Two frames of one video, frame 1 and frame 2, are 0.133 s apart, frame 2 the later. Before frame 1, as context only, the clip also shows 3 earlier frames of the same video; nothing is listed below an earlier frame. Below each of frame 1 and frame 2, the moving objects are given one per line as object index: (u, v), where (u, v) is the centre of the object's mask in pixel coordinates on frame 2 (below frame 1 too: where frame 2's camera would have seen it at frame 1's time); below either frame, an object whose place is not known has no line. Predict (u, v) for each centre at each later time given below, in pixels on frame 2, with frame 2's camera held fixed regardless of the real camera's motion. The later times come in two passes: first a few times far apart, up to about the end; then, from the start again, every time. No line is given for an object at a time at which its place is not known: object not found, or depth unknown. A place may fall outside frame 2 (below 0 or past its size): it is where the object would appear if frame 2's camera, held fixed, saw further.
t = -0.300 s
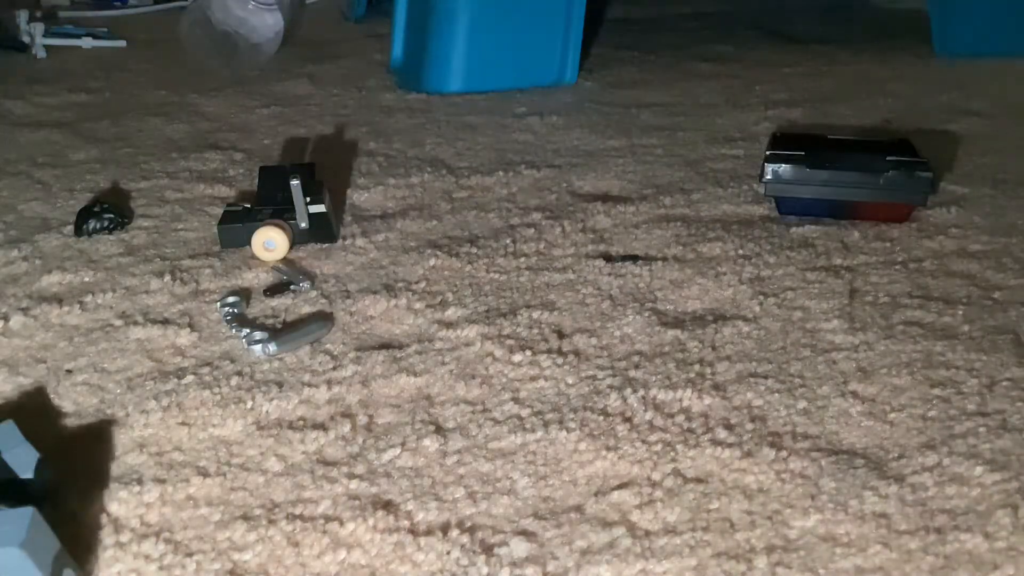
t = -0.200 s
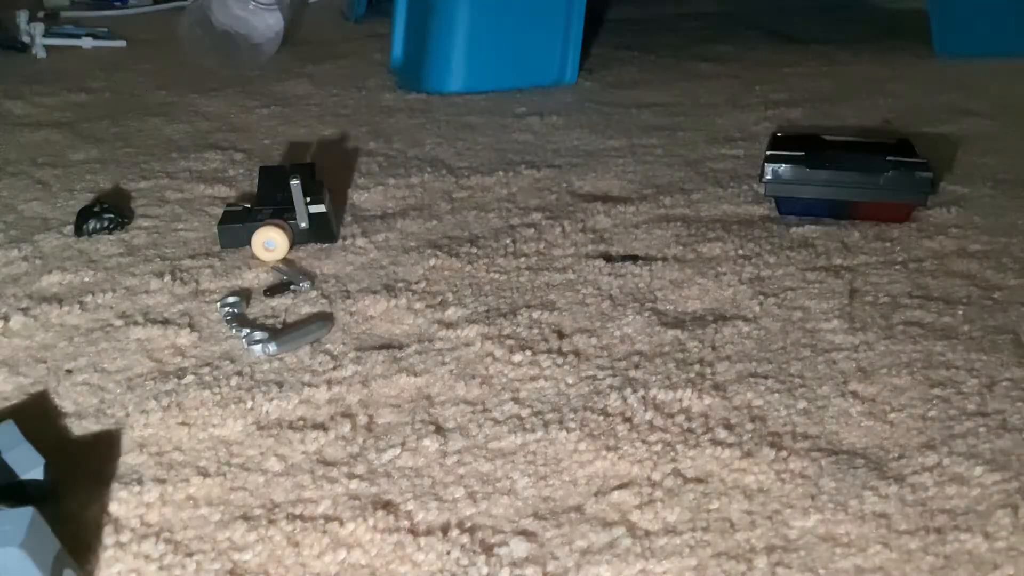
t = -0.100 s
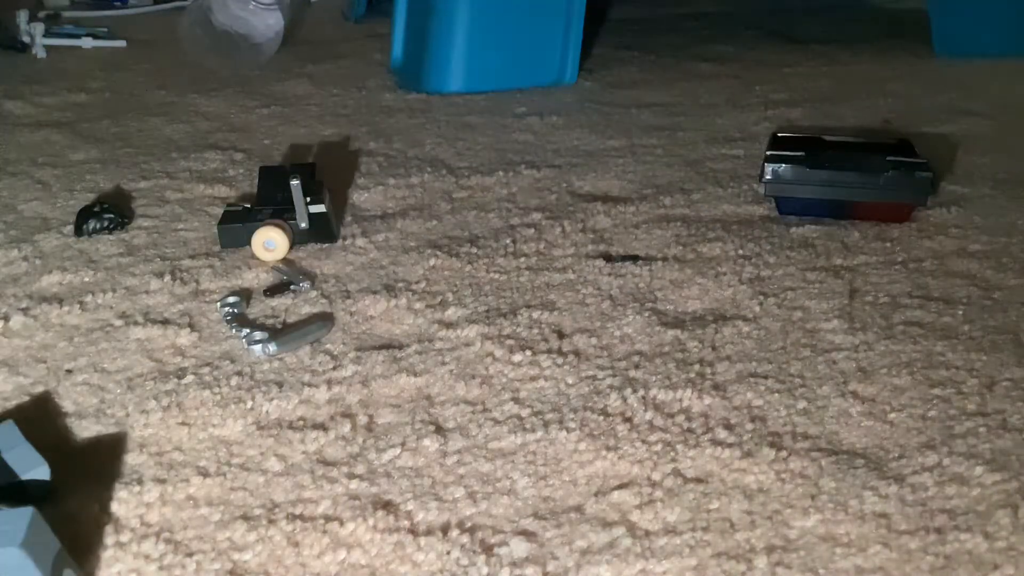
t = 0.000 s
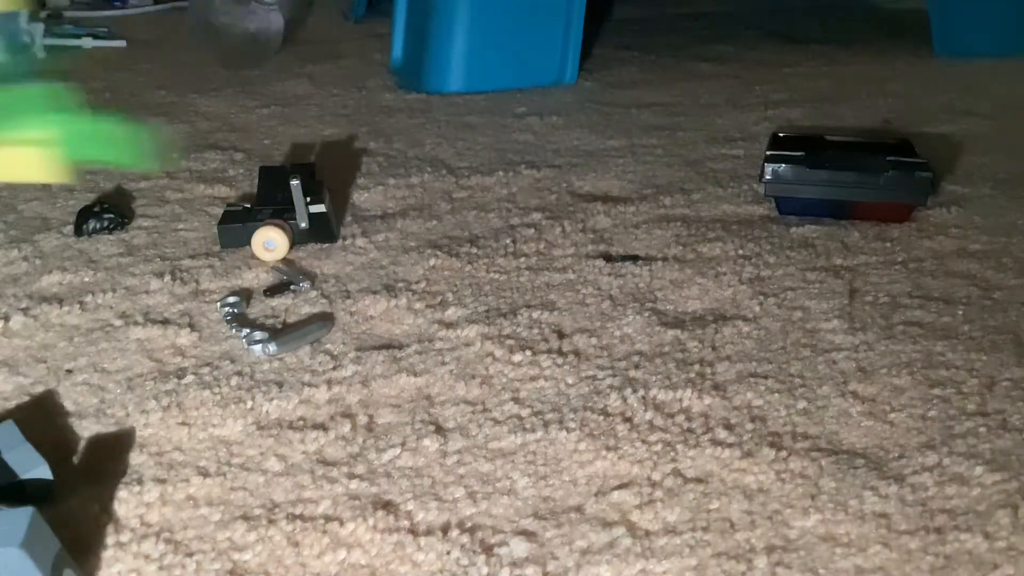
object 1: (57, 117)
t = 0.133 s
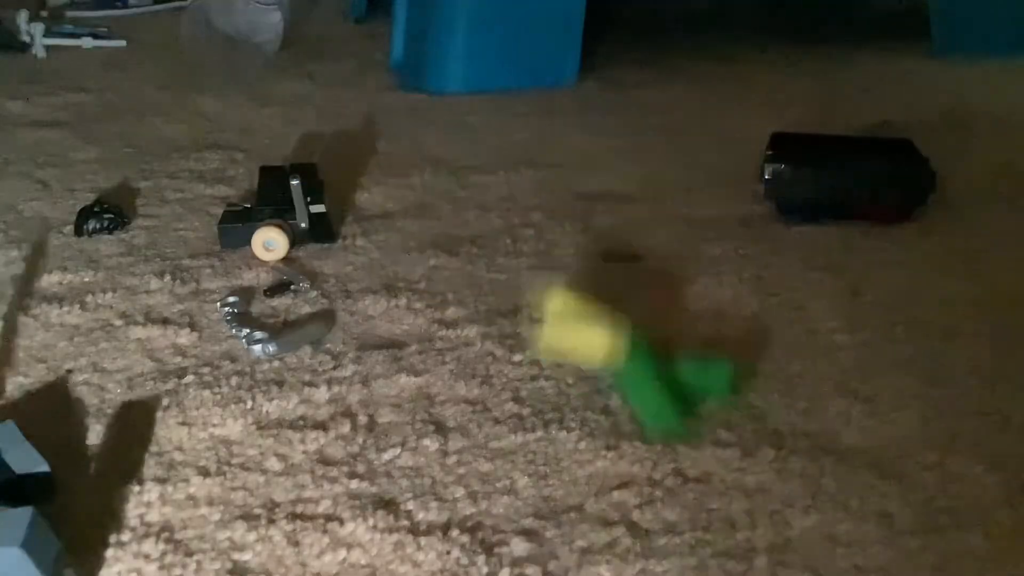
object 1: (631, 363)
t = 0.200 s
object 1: (608, 286)
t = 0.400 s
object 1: (496, 348)
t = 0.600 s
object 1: (494, 357)
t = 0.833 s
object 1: (494, 357)
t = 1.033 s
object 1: (494, 358)
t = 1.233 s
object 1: (494, 358)
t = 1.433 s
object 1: (494, 358)
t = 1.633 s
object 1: (494, 358)
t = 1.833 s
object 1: (494, 358)
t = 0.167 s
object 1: (626, 313)
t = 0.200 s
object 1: (608, 286)
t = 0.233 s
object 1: (589, 287)
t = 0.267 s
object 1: (581, 309)
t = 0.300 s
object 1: (565, 330)
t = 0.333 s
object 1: (537, 337)
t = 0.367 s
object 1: (514, 344)
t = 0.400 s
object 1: (496, 348)
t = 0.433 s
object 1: (479, 349)
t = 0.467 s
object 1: (483, 352)
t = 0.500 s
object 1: (487, 352)
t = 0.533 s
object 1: (491, 352)
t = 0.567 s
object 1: (495, 357)
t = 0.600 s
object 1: (494, 357)
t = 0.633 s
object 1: (494, 357)
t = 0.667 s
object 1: (494, 357)
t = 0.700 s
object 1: (494, 357)
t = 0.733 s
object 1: (494, 357)
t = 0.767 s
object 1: (494, 357)
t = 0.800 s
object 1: (494, 357)
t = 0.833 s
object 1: (494, 357)
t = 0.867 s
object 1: (494, 357)
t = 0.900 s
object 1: (494, 357)
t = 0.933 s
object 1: (494, 357)
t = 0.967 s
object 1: (494, 357)
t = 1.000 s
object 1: (494, 358)
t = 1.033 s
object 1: (494, 358)
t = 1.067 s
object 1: (494, 358)
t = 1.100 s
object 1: (494, 358)
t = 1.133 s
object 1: (494, 358)
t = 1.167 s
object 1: (494, 358)
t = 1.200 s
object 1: (494, 358)
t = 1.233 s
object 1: (494, 358)
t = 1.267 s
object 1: (494, 358)
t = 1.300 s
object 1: (494, 358)
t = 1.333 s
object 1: (494, 358)
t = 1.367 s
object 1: (494, 358)
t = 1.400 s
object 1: (494, 358)
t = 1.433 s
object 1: (494, 358)
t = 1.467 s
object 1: (494, 358)
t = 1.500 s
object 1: (494, 358)
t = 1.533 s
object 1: (494, 358)
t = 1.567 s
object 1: (494, 358)
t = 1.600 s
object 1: (494, 358)
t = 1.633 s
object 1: (494, 358)
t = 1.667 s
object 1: (494, 357)
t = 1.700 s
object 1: (494, 358)
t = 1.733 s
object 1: (494, 357)
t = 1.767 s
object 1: (494, 357)
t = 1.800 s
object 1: (494, 357)
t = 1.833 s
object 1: (494, 358)
